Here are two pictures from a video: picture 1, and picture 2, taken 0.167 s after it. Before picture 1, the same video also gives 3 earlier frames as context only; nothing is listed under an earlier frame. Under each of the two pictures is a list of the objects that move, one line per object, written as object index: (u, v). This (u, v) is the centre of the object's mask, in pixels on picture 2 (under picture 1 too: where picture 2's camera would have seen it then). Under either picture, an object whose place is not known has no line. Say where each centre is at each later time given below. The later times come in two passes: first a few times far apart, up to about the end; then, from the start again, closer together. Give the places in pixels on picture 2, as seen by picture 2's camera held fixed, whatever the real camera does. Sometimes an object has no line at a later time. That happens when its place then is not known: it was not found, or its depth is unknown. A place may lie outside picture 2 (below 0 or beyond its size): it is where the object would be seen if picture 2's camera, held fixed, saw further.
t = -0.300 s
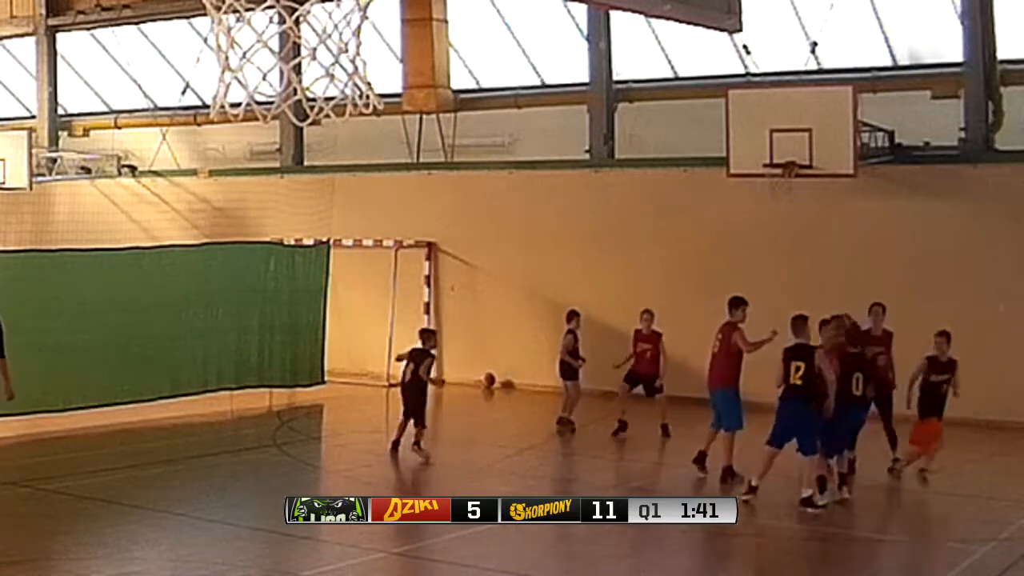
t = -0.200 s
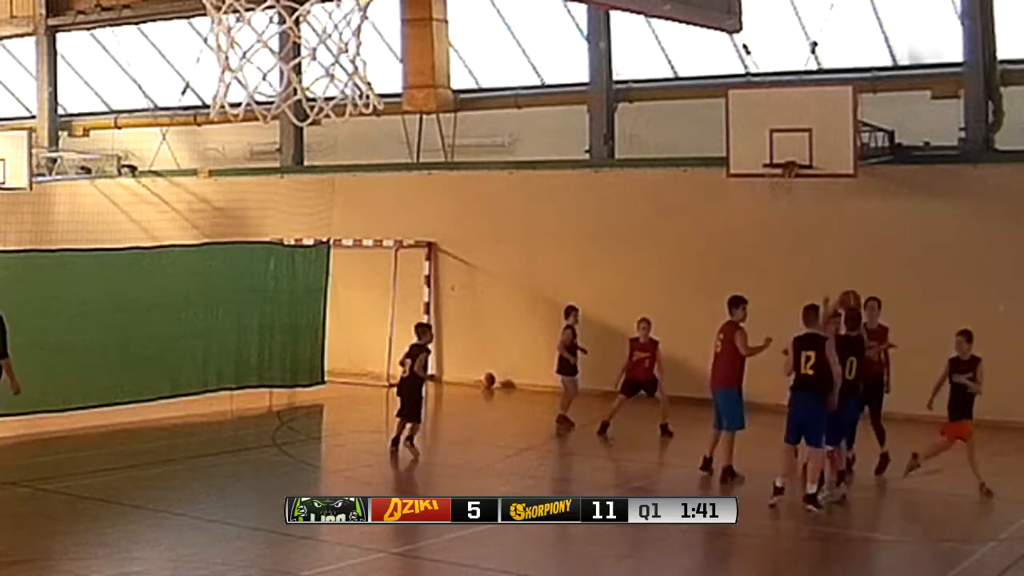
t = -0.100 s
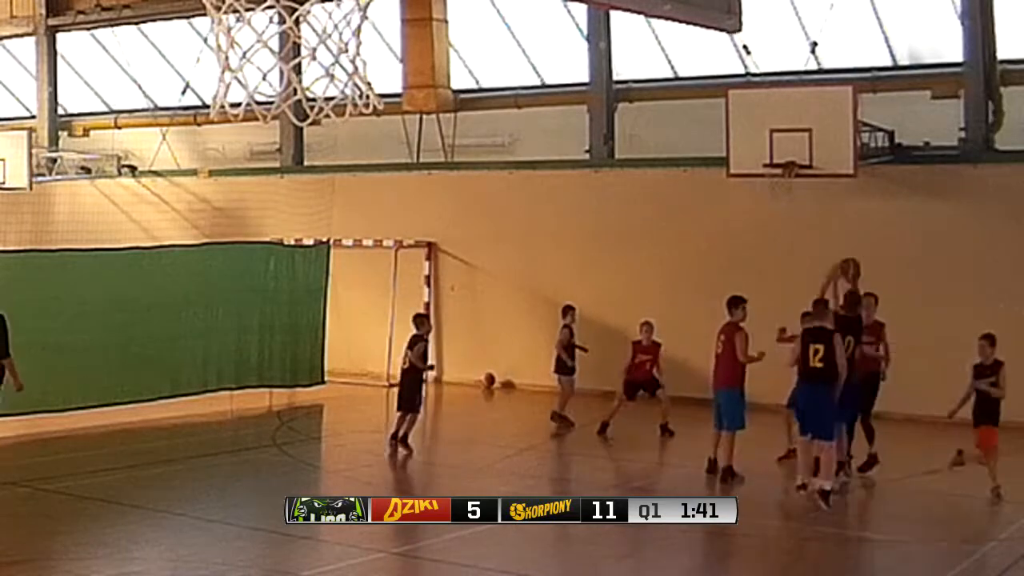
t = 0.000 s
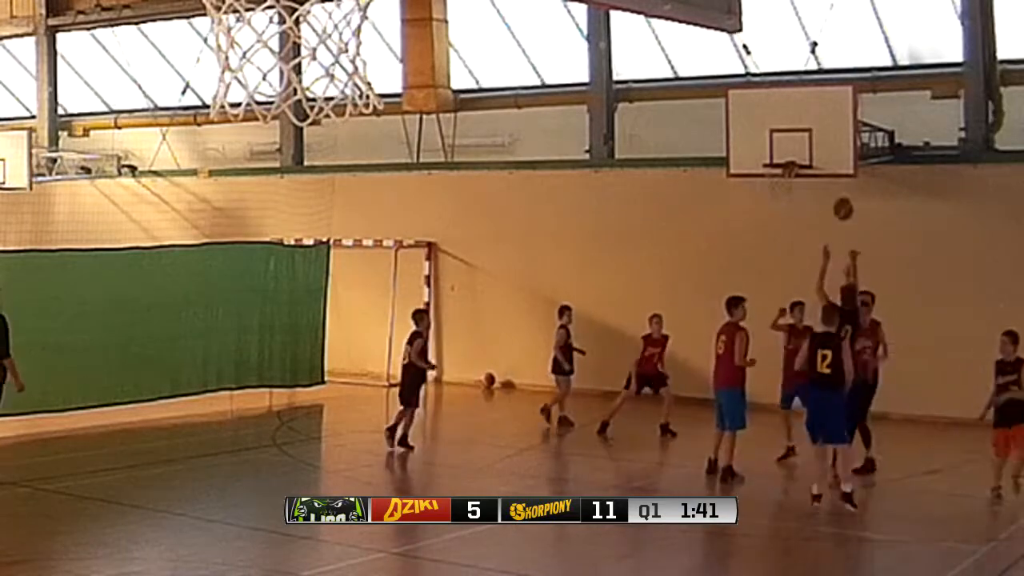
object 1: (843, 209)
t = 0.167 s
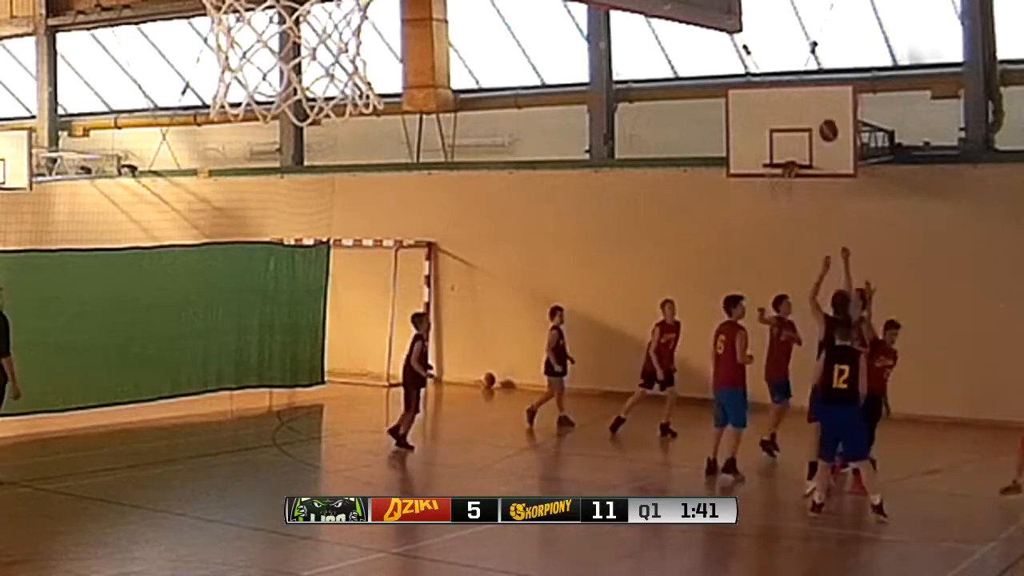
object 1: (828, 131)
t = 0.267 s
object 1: (820, 100)
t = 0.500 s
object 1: (804, 74)
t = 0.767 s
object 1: (789, 105)
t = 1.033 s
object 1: (779, 183)
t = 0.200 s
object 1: (826, 119)
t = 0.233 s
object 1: (823, 109)
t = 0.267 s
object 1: (820, 100)
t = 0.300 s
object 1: (817, 94)
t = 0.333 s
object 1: (815, 90)
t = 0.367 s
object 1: (813, 87)
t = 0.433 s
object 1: (807, 79)
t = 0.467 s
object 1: (805, 74)
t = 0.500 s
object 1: (804, 74)
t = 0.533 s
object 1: (802, 74)
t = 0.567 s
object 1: (800, 76)
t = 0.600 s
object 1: (798, 77)
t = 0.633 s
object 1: (796, 82)
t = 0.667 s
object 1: (795, 85)
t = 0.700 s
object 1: (792, 92)
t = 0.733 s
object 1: (791, 98)
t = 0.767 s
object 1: (789, 105)
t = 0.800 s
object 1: (788, 113)
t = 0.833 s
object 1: (786, 121)
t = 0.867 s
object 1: (785, 132)
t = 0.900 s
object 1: (783, 143)
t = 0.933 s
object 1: (781, 154)
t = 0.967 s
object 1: (779, 166)
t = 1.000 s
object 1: (780, 176)
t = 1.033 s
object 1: (779, 183)
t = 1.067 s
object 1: (778, 188)
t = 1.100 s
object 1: (778, 194)
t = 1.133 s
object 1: (777, 202)
